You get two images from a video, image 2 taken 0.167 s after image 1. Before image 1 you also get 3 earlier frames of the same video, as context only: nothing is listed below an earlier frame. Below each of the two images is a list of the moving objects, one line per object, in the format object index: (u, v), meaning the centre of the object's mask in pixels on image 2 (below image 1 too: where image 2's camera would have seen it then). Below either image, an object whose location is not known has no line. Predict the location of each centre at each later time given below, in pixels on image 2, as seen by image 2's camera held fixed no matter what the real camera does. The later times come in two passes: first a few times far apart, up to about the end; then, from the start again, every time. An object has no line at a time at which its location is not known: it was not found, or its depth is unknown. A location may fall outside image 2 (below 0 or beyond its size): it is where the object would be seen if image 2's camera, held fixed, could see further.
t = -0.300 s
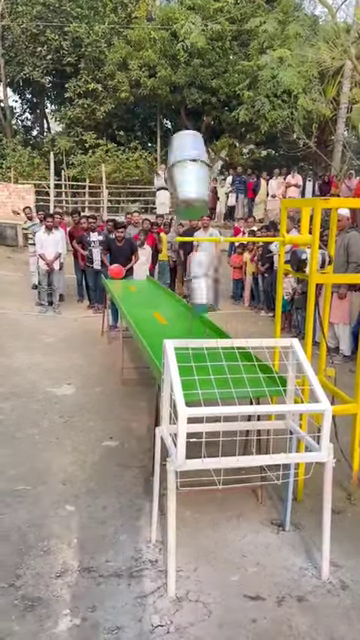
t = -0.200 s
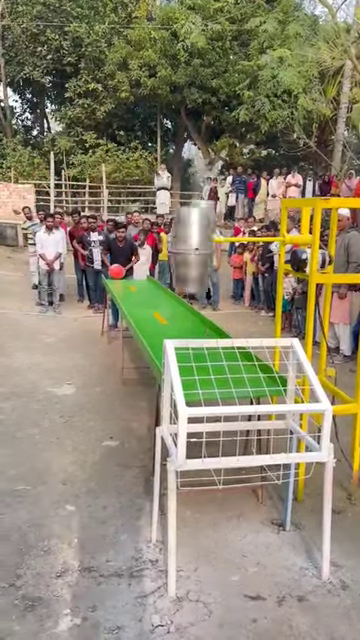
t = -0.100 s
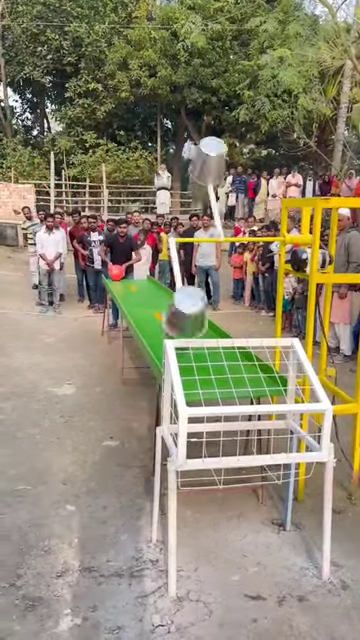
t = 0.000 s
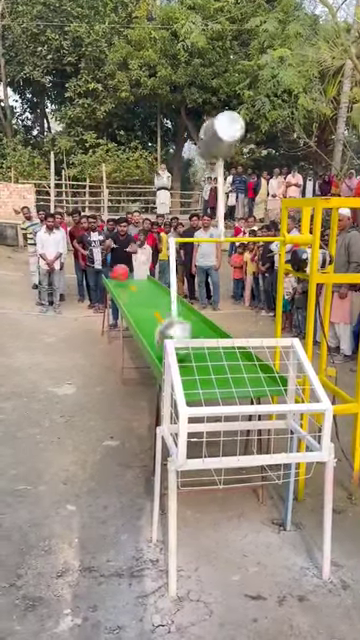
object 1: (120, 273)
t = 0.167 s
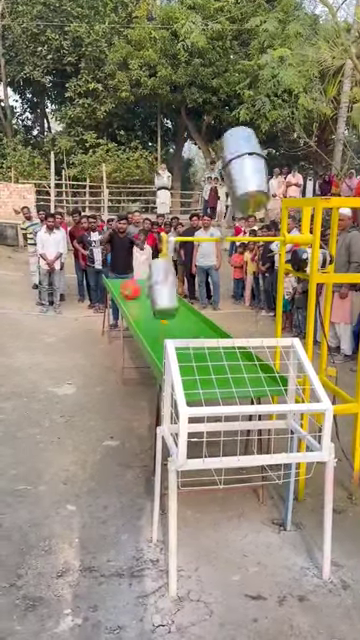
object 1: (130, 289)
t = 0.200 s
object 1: (133, 290)
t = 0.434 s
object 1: (156, 311)
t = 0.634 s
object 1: (182, 328)
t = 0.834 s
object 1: (216, 368)
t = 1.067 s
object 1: (228, 441)
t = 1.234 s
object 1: (226, 435)
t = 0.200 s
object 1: (133, 290)
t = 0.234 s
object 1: (135, 291)
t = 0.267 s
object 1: (138, 292)
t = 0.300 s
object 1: (141, 296)
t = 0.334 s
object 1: (144, 301)
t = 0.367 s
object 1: (148, 303)
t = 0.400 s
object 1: (150, 305)
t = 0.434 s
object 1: (156, 311)
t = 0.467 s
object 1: (159, 314)
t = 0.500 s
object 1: (164, 317)
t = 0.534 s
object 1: (168, 320)
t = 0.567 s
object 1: (173, 324)
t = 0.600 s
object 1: (176, 327)
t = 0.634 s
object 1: (182, 328)
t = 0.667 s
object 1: (186, 330)
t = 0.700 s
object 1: (192, 345)
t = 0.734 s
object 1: (196, 351)
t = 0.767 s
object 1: (199, 359)
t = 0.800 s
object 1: (209, 362)
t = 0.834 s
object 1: (216, 368)
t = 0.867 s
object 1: (223, 374)
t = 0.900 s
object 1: (232, 384)
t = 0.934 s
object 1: (240, 391)
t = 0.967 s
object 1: (241, 417)
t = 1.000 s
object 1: (240, 434)
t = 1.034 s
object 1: (234, 436)
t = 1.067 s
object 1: (228, 441)
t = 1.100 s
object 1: (223, 443)
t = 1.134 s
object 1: (222, 436)
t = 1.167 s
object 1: (223, 436)
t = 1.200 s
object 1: (225, 436)
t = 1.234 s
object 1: (226, 435)
